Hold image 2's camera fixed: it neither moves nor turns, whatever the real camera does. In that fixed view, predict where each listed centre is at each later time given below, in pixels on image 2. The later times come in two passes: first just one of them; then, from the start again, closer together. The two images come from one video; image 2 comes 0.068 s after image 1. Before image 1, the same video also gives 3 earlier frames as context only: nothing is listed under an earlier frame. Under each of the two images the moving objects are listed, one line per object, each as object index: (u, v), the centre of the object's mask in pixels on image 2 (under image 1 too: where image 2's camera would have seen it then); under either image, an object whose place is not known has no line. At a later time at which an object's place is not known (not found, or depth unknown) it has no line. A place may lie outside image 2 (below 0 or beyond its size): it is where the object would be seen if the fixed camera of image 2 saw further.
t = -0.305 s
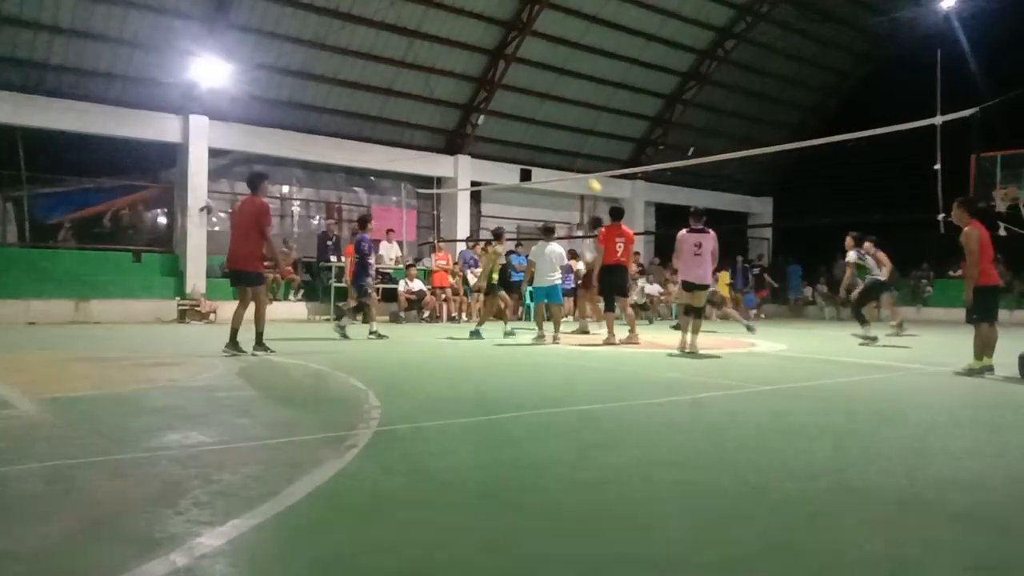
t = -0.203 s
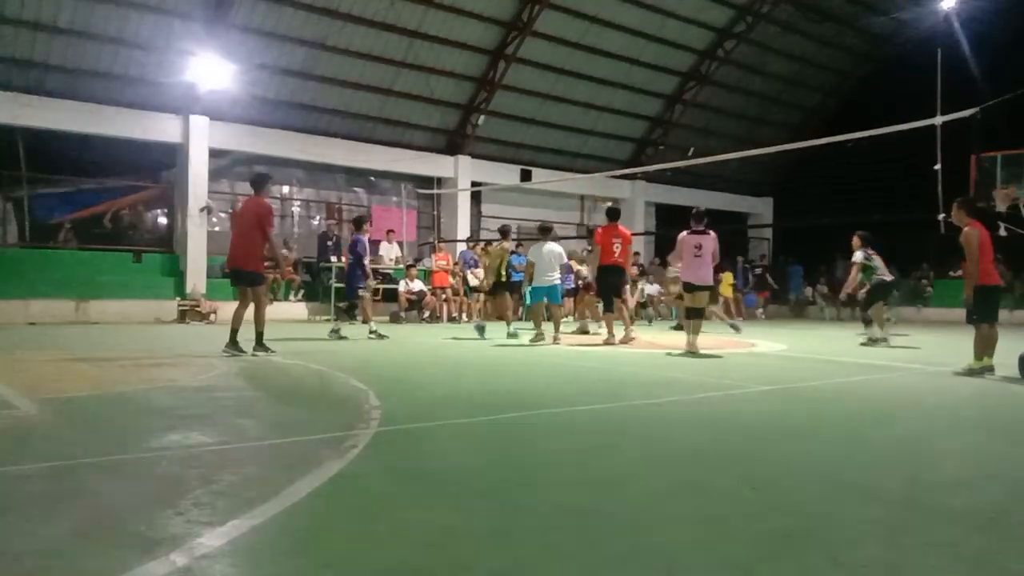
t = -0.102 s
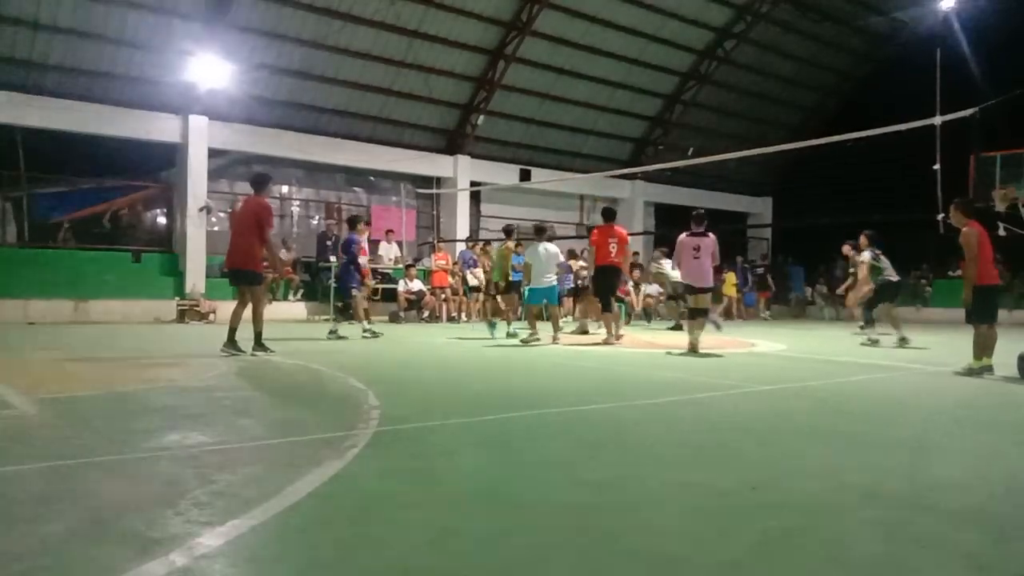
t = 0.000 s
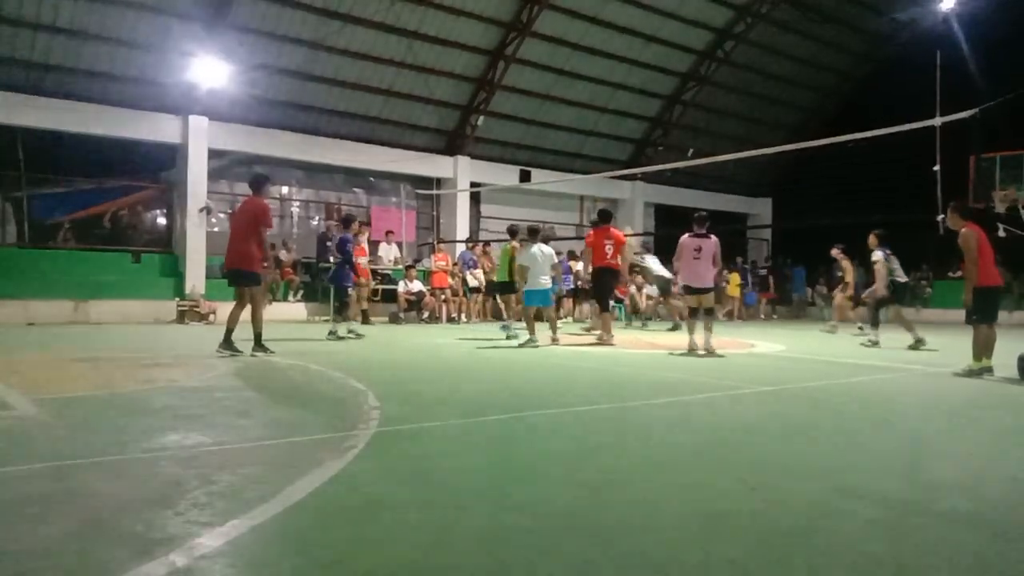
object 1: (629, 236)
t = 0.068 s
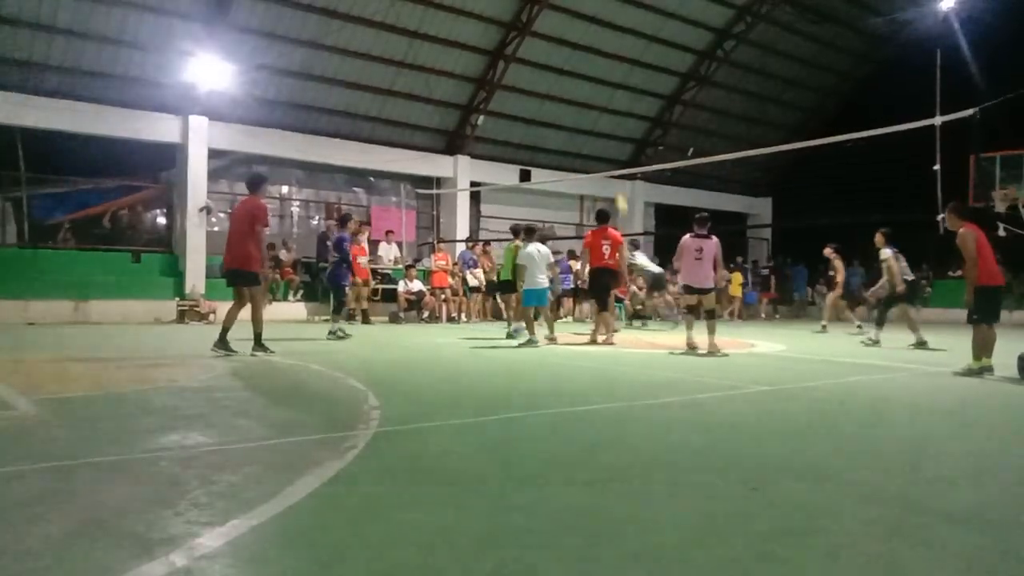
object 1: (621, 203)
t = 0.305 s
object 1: (598, 115)
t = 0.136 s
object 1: (615, 174)
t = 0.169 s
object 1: (611, 161)
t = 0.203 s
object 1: (608, 149)
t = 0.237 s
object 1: (605, 136)
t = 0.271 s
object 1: (601, 126)
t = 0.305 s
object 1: (598, 115)
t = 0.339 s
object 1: (595, 105)
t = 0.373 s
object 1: (592, 96)
